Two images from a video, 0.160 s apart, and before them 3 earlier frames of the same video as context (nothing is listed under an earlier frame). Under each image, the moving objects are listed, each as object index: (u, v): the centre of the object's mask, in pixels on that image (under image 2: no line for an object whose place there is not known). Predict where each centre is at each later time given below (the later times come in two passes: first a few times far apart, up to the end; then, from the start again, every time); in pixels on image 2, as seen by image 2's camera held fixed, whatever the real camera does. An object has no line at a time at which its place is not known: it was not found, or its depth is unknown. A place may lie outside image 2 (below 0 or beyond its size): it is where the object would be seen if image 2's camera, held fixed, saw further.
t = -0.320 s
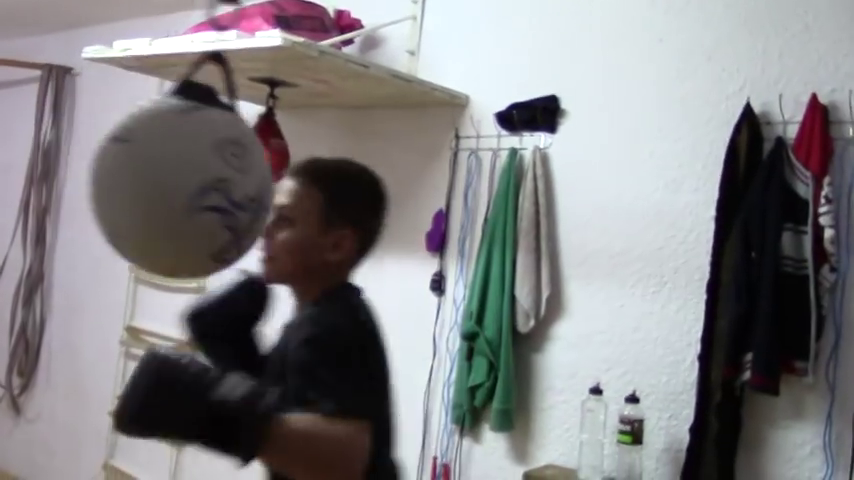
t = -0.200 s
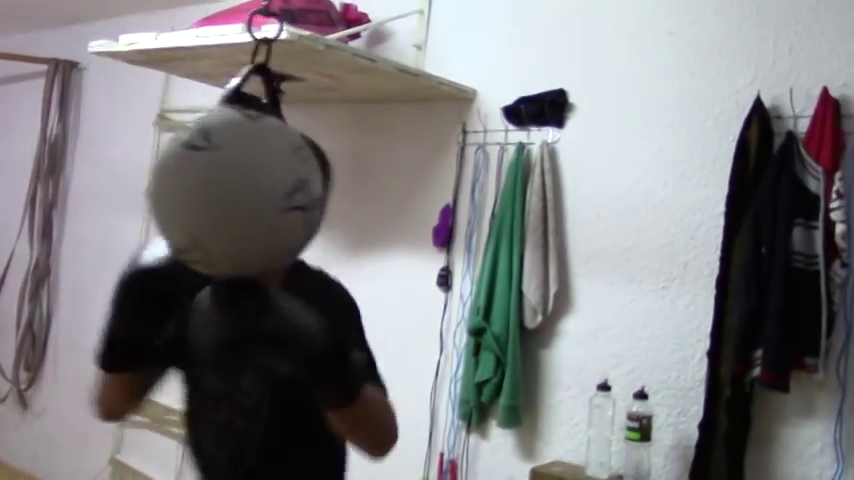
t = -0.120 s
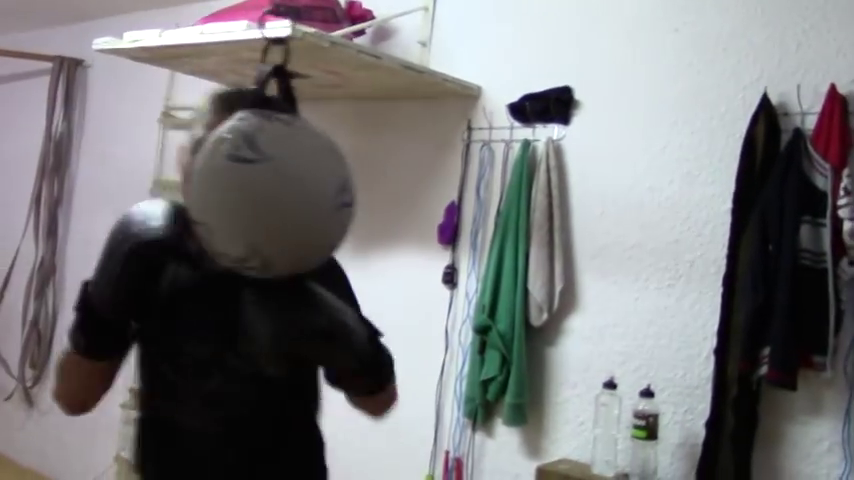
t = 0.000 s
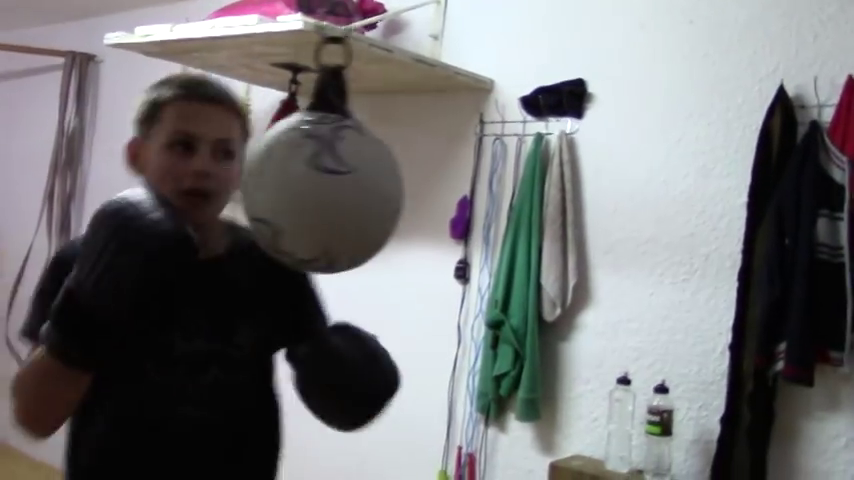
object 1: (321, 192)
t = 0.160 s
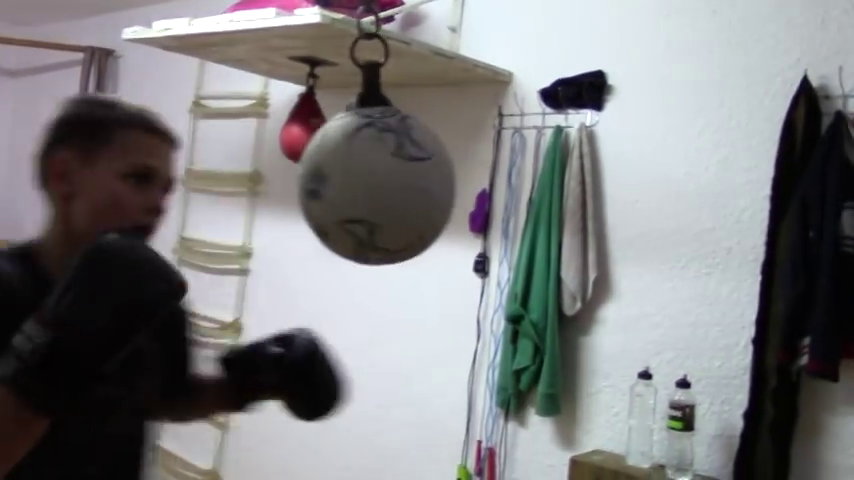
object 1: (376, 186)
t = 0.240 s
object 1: (386, 185)
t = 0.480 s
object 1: (379, 187)
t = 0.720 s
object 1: (320, 183)
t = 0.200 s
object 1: (381, 185)
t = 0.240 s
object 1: (386, 185)
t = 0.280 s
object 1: (389, 186)
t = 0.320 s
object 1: (389, 186)
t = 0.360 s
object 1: (390, 185)
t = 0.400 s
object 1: (388, 186)
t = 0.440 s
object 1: (384, 187)
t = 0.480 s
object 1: (379, 187)
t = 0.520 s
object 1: (372, 186)
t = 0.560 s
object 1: (364, 185)
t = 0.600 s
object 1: (354, 186)
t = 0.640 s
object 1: (344, 185)
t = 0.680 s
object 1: (332, 183)
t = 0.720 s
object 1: (320, 183)
